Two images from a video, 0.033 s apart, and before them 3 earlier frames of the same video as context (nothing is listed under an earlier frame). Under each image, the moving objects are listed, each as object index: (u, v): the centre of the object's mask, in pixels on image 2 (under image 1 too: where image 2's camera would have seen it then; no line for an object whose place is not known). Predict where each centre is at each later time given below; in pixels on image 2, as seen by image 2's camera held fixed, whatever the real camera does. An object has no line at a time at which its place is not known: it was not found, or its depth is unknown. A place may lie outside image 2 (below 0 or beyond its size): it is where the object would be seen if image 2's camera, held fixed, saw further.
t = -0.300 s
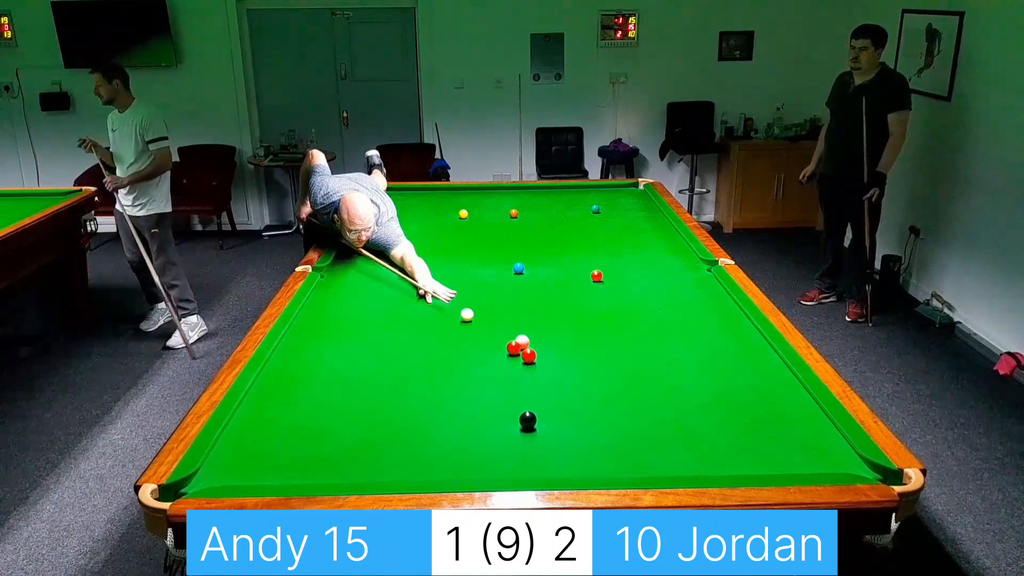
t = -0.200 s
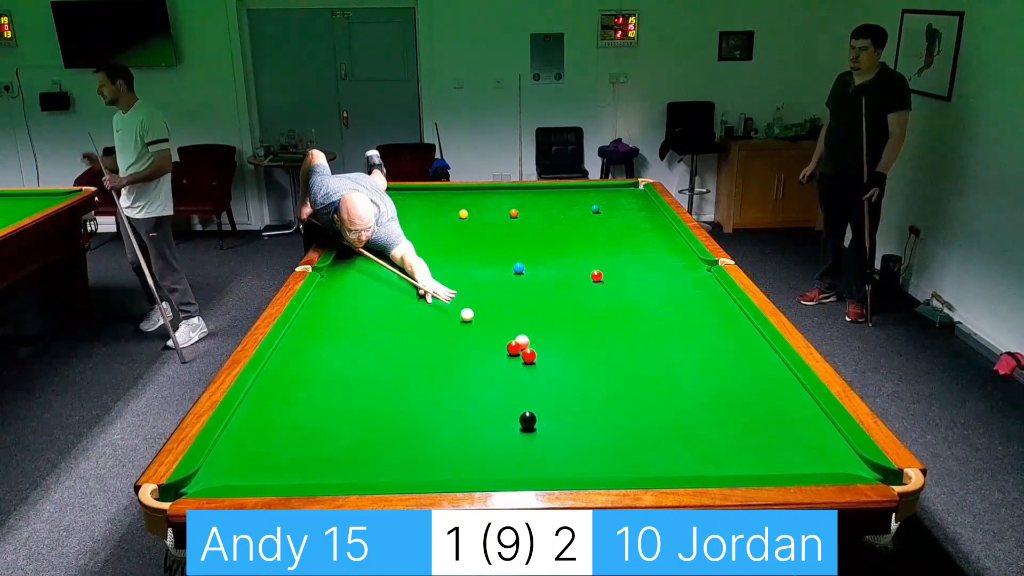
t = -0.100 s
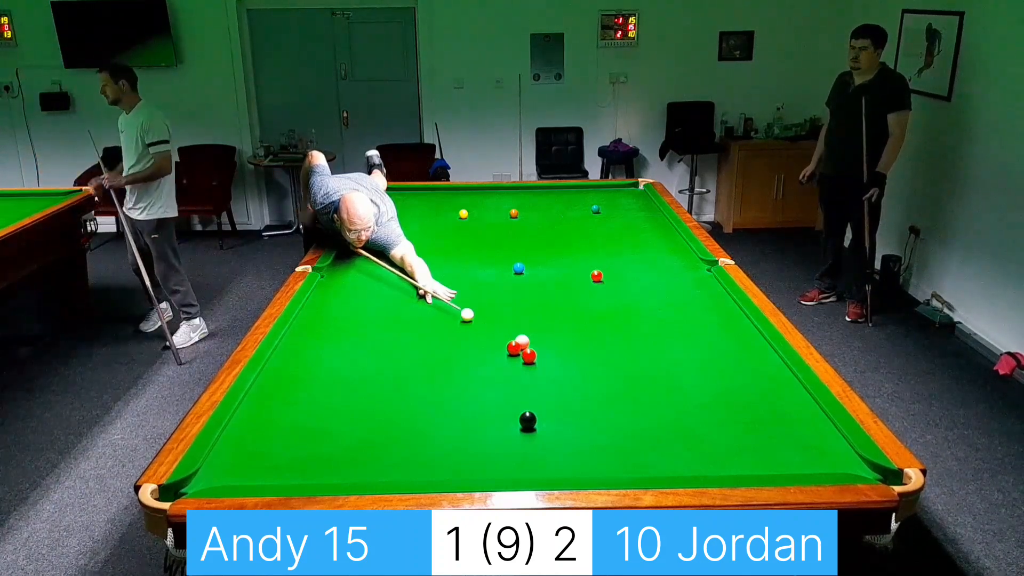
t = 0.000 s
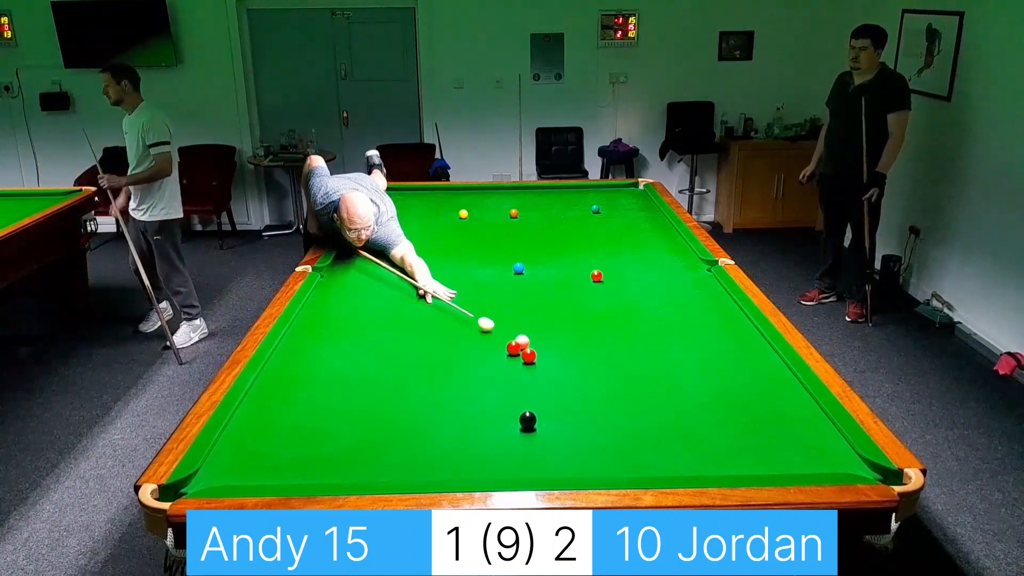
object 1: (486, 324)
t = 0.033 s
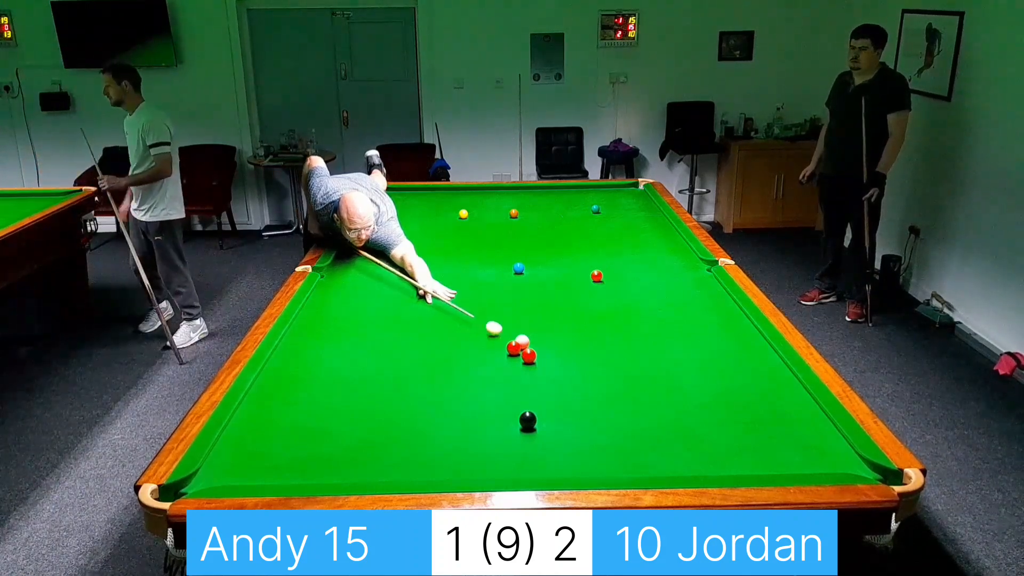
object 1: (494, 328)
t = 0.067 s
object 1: (502, 332)
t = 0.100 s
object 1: (510, 336)
